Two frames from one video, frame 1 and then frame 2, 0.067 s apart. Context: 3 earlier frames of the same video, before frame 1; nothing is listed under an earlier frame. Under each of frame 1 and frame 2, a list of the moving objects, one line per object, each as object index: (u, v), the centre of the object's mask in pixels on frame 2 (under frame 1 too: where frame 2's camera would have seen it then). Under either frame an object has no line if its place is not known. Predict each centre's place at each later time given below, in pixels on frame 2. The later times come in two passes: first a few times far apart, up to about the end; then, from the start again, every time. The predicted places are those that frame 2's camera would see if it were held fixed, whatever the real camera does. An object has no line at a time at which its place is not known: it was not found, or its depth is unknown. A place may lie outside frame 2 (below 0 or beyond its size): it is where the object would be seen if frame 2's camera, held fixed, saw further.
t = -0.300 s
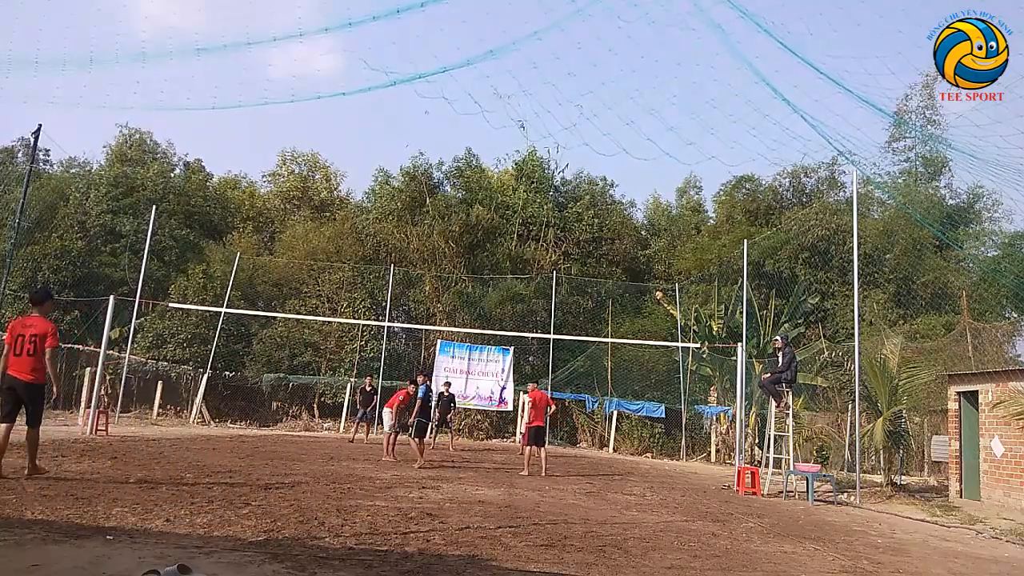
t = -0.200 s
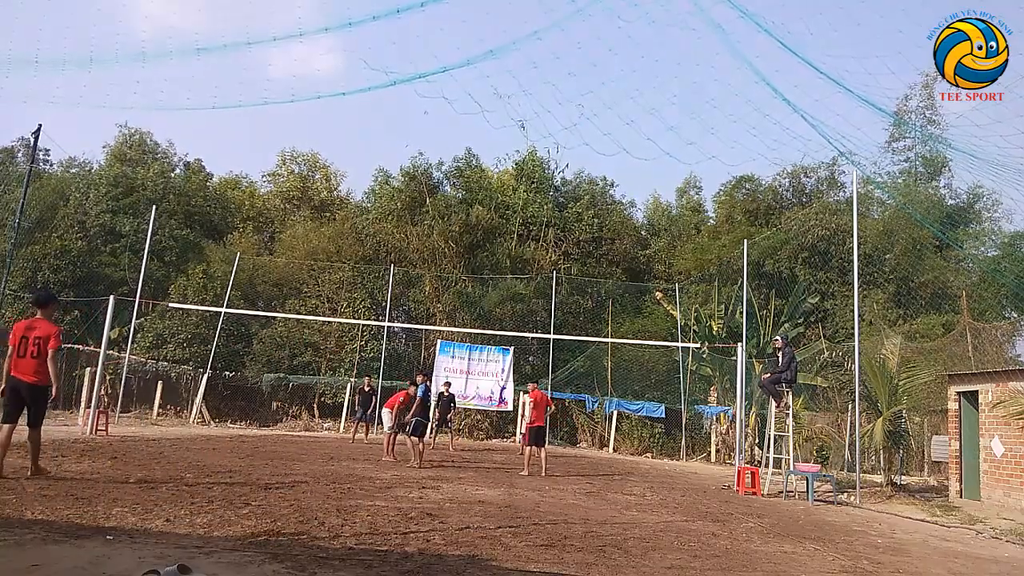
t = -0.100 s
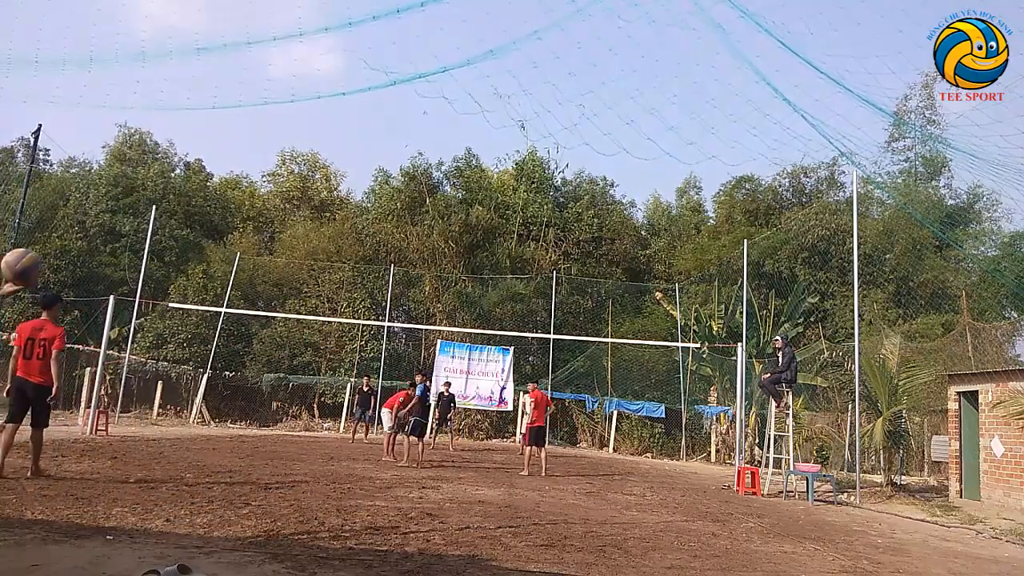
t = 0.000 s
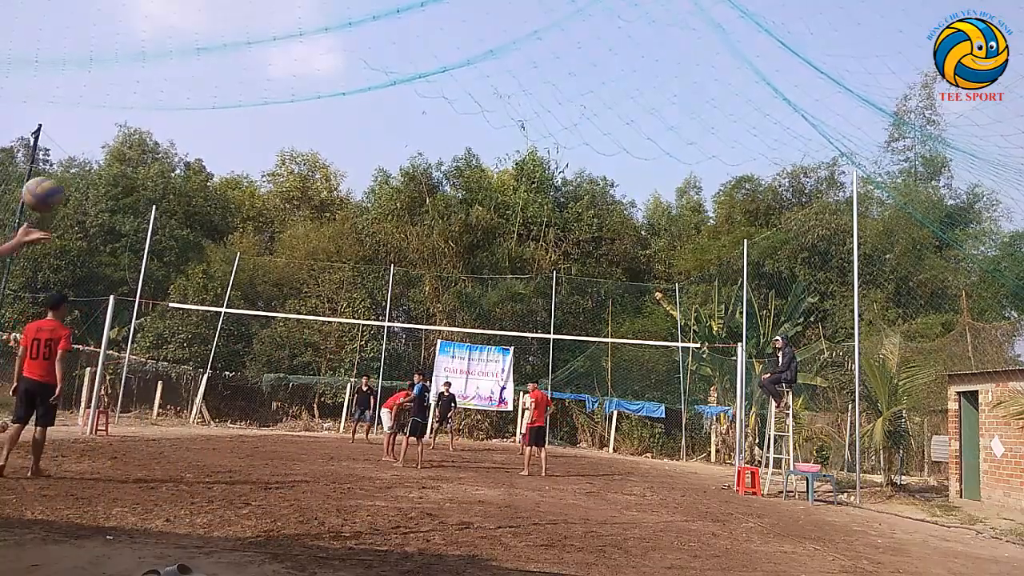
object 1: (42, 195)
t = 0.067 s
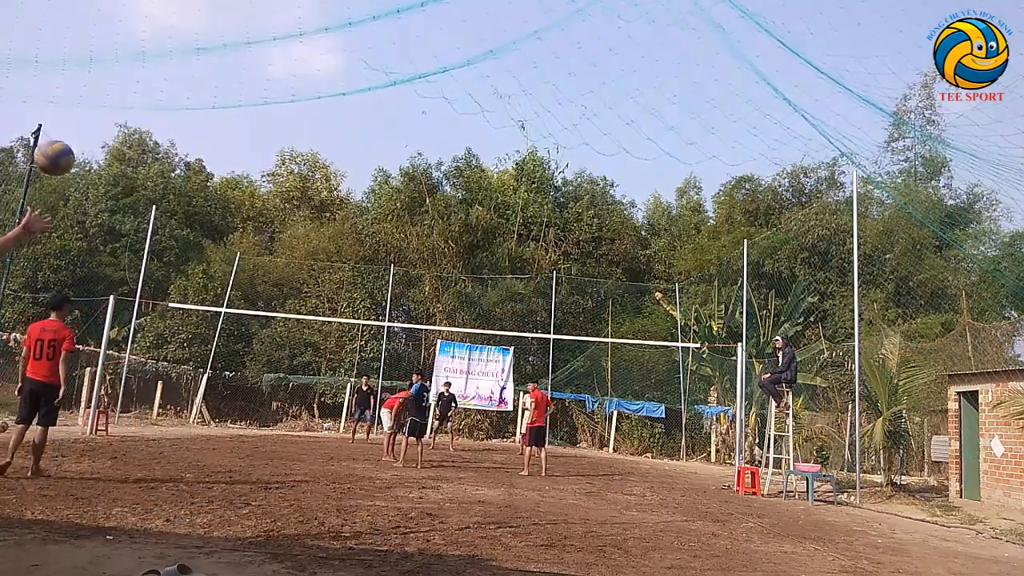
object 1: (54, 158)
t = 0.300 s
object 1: (82, 86)
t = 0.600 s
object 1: (94, 119)
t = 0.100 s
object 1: (59, 142)
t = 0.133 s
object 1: (64, 128)
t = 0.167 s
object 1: (69, 116)
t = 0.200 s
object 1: (72, 106)
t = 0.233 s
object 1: (76, 97)
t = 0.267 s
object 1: (79, 91)
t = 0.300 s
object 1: (82, 86)
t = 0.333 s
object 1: (85, 83)
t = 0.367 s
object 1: (87, 81)
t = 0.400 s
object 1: (89, 82)
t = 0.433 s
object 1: (91, 84)
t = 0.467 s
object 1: (92, 87)
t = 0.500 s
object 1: (93, 93)
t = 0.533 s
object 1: (94, 100)
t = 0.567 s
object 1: (95, 109)
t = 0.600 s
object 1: (94, 119)
